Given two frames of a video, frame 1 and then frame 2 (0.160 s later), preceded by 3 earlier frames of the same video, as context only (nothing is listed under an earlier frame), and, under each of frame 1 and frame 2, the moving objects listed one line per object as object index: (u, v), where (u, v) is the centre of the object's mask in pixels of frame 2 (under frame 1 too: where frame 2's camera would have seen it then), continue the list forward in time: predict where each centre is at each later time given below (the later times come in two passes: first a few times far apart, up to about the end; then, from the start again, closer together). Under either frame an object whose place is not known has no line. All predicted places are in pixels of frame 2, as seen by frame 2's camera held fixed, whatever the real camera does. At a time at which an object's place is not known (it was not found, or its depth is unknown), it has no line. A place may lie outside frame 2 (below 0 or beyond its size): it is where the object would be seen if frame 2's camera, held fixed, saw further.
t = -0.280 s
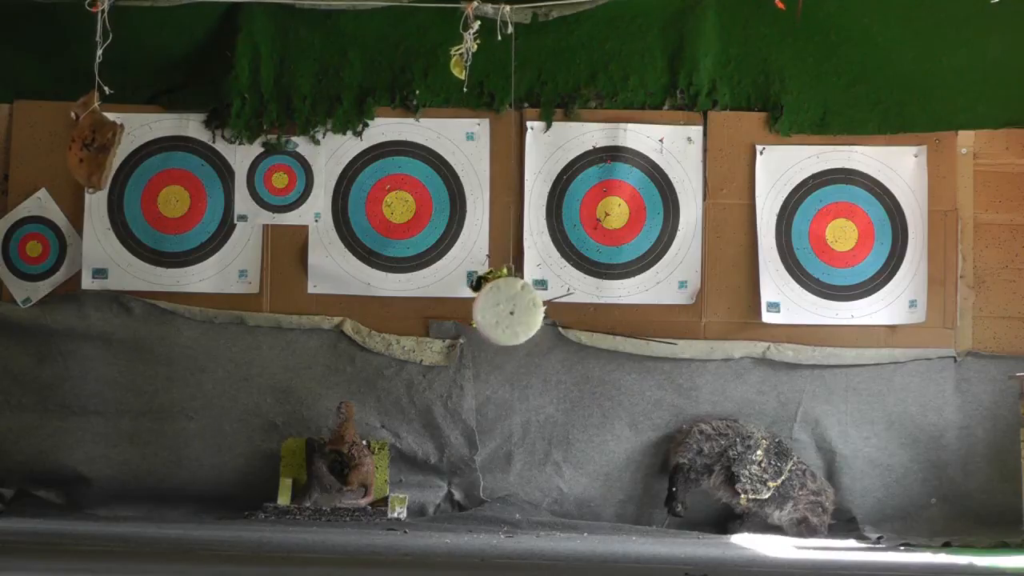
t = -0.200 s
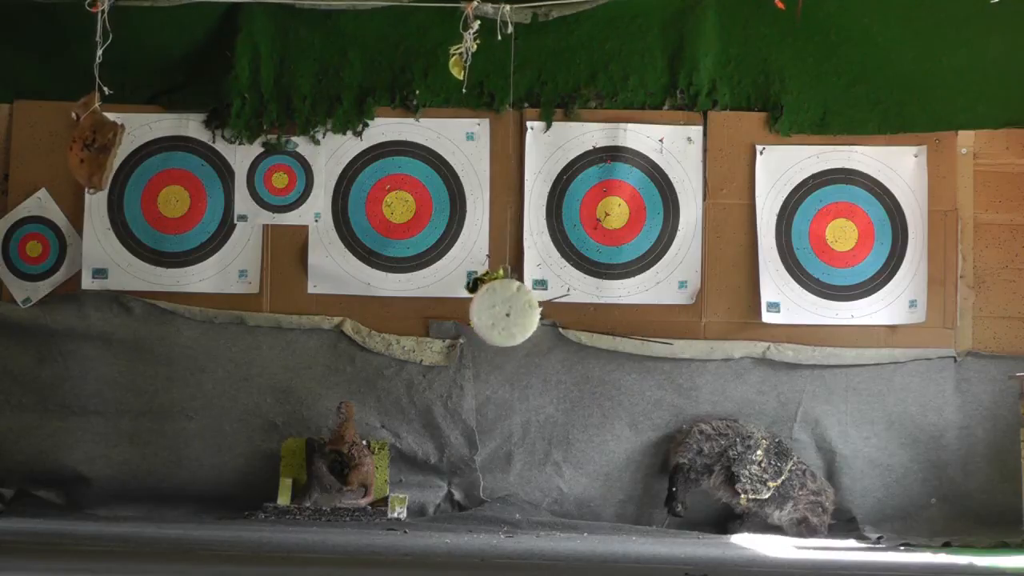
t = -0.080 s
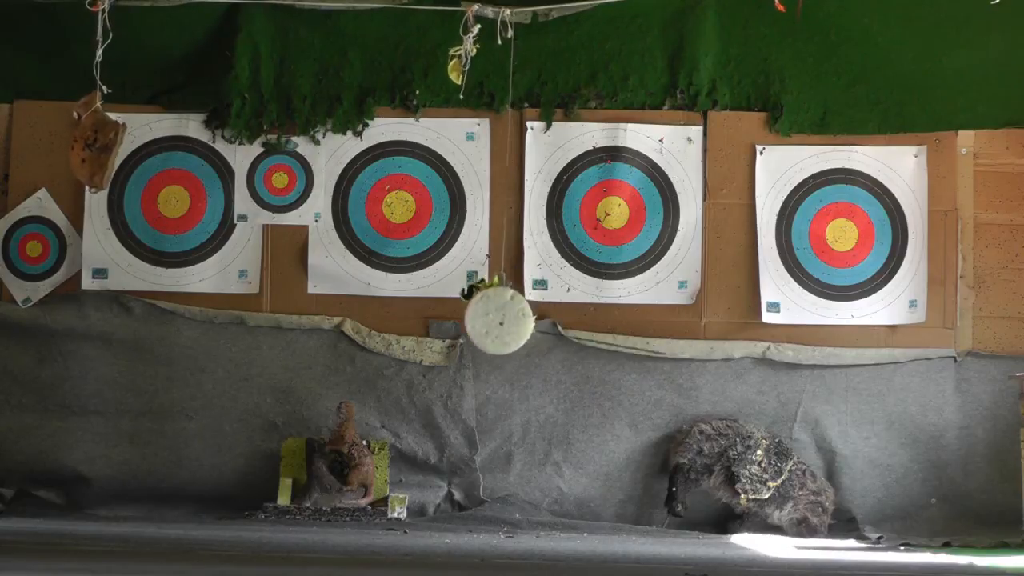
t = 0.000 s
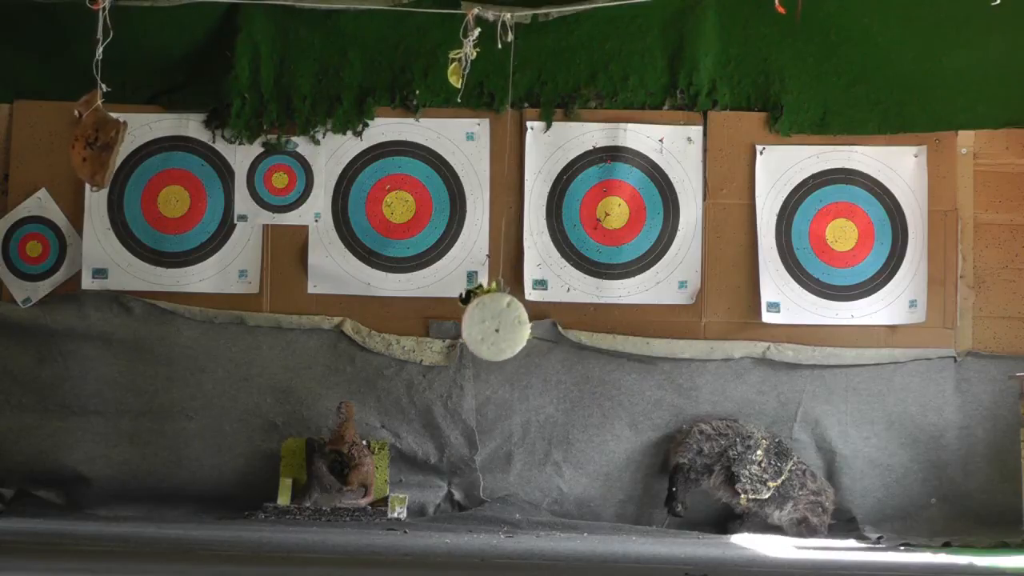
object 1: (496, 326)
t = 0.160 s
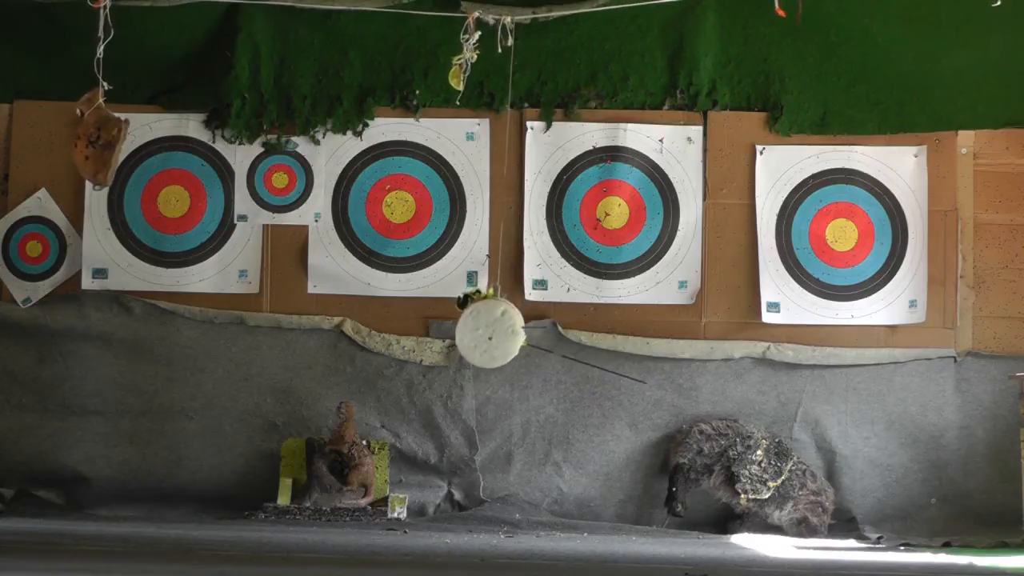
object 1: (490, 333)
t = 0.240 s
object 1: (489, 332)
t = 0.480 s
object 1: (488, 324)
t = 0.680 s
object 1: (492, 326)
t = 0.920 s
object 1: (499, 326)
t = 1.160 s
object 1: (508, 322)
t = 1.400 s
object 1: (514, 332)
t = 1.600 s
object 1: (514, 334)
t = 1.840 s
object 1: (510, 320)
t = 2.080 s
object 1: (503, 319)
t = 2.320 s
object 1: (495, 320)
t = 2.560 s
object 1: (491, 319)
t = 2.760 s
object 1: (490, 329)
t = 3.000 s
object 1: (494, 333)
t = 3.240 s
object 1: (501, 322)
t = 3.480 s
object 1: (509, 325)
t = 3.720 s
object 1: (513, 329)
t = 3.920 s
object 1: (514, 327)
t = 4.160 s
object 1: (510, 331)
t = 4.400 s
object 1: (504, 328)
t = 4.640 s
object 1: (496, 316)
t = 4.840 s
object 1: (492, 318)
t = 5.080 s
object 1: (490, 326)
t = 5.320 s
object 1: (494, 325)
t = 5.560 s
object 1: (500, 330)
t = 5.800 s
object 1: (508, 330)
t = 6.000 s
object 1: (512, 323)
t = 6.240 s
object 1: (513, 326)
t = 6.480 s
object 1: (510, 333)
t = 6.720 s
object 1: (504, 327)
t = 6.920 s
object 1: (498, 326)
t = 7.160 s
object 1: (492, 325)
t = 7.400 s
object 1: (491, 317)
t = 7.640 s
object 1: (494, 323)
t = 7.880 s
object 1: (499, 331)
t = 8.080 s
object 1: (505, 328)
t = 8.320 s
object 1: (511, 329)
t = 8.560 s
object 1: (512, 331)
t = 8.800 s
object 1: (510, 325)
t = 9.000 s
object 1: (505, 328)
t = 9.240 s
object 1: (498, 333)
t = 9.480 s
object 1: (494, 325)
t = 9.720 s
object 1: (492, 322)
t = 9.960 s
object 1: (495, 324)
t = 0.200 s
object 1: (489, 333)
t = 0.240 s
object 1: (489, 332)
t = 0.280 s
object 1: (488, 331)
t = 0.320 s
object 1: (488, 330)
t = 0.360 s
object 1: (488, 328)
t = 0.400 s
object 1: (488, 326)
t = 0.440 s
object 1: (488, 325)
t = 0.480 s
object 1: (488, 324)
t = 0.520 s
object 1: (489, 324)
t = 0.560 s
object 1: (490, 324)
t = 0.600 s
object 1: (490, 325)
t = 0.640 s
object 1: (491, 326)
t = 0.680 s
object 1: (492, 326)
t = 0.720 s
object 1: (493, 327)
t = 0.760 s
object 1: (494, 328)
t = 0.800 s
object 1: (495, 328)
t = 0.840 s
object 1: (497, 327)
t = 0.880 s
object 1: (498, 327)
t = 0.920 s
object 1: (499, 326)
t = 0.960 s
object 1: (501, 325)
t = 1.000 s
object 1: (502, 324)
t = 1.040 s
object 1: (504, 323)
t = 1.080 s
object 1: (505, 322)
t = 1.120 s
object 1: (507, 322)
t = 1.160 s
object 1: (508, 322)
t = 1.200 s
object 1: (509, 323)
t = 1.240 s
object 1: (510, 324)
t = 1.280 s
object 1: (511, 326)
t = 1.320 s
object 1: (512, 328)
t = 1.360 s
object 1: (513, 330)
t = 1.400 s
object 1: (514, 332)
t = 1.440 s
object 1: (514, 334)
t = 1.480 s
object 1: (514, 335)
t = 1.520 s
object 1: (515, 335)
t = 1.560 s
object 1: (515, 335)
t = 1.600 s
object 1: (514, 334)
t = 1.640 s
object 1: (514, 332)
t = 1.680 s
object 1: (514, 330)
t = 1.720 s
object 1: (514, 327)
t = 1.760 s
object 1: (513, 325)
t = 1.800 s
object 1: (512, 322)
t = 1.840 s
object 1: (510, 320)
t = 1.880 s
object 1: (509, 319)
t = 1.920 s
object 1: (508, 318)
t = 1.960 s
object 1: (507, 318)
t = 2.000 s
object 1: (506, 318)
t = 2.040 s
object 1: (504, 318)
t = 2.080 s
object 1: (503, 319)
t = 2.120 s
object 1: (501, 320)
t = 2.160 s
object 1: (500, 320)
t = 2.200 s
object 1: (499, 321)
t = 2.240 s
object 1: (497, 321)
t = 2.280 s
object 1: (496, 321)
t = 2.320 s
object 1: (495, 320)
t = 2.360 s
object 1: (494, 320)
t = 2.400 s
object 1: (493, 319)
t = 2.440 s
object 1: (492, 319)
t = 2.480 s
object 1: (492, 318)
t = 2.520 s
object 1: (491, 318)
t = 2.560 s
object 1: (491, 319)
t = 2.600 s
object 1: (490, 320)
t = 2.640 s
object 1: (490, 322)
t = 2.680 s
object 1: (490, 324)
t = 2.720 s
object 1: (490, 327)
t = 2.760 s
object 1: (490, 329)
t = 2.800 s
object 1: (490, 331)
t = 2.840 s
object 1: (490, 332)
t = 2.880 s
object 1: (491, 333)
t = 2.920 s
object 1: (492, 334)
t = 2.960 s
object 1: (493, 333)
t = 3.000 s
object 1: (494, 333)
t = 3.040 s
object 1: (495, 331)
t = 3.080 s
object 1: (496, 329)
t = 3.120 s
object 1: (497, 327)
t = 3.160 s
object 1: (499, 325)
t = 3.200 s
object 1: (500, 324)
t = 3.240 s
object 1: (501, 322)
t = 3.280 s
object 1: (503, 321)
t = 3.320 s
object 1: (504, 321)
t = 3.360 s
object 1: (505, 322)
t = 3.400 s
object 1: (506, 323)
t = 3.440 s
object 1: (507, 324)
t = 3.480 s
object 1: (509, 325)
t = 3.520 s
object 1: (510, 327)
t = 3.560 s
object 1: (510, 328)
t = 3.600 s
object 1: (511, 329)
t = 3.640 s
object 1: (512, 329)
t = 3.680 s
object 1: (513, 329)
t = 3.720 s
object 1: (513, 329)
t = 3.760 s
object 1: (513, 329)
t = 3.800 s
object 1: (514, 328)
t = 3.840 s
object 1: (514, 328)
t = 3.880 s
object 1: (514, 327)
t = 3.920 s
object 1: (514, 327)
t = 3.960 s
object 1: (513, 326)
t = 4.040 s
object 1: (513, 327)
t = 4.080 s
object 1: (512, 328)
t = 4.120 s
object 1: (511, 330)
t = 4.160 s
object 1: (510, 331)
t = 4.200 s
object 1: (509, 331)
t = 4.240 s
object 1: (508, 332)
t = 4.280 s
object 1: (507, 332)
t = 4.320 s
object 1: (506, 331)
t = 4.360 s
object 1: (505, 330)
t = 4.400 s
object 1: (504, 328)
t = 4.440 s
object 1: (502, 326)
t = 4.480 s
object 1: (501, 324)
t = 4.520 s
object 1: (500, 321)
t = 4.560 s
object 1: (498, 319)
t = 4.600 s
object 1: (497, 317)
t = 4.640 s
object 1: (496, 316)
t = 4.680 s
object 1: (495, 315)
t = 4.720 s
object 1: (494, 315)
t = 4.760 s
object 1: (493, 315)
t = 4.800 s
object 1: (492, 316)
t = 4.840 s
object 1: (492, 318)
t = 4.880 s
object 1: (491, 320)
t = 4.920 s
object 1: (490, 322)
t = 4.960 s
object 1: (490, 323)
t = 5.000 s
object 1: (490, 325)
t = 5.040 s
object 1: (490, 325)
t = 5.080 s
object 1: (490, 326)
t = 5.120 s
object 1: (490, 326)
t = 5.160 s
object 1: (491, 326)
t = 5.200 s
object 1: (491, 326)
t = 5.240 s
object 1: (492, 326)
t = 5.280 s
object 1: (493, 326)
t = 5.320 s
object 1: (494, 325)
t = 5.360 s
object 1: (495, 325)
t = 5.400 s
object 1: (496, 326)
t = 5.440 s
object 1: (497, 327)
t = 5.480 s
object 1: (498, 328)
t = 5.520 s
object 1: (499, 329)
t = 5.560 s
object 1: (500, 330)
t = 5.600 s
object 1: (502, 331)
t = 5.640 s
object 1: (503, 332)
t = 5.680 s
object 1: (504, 332)
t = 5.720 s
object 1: (505, 332)
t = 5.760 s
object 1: (506, 332)
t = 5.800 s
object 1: (508, 330)
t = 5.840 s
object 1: (509, 329)
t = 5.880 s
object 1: (510, 327)
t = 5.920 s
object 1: (510, 326)
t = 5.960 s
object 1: (511, 324)
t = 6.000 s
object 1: (512, 323)
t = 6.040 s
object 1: (512, 322)
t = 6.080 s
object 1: (512, 322)
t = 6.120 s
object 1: (513, 322)
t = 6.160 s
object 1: (513, 323)
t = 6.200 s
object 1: (513, 325)
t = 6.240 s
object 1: (513, 326)
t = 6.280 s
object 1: (513, 328)
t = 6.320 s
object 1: (513, 330)
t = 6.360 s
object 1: (512, 331)
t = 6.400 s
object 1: (512, 332)
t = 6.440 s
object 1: (511, 333)
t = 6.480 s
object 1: (510, 333)
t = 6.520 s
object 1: (510, 332)
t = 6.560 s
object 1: (508, 332)
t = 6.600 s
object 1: (507, 331)
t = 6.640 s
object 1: (506, 329)
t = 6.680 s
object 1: (505, 328)
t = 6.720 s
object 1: (504, 327)
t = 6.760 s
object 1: (503, 326)
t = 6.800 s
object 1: (502, 326)
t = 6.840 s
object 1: (500, 325)
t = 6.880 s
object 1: (499, 326)
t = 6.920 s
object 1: (498, 326)
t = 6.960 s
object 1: (497, 327)
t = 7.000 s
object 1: (496, 327)
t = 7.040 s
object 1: (495, 327)
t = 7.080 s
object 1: (494, 327)
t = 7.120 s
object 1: (493, 326)
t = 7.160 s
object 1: (492, 325)
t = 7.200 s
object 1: (492, 324)
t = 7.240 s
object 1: (491, 323)
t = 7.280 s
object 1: (491, 321)
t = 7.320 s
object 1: (491, 319)
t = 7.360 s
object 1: (491, 318)
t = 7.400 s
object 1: (491, 317)
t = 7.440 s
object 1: (491, 316)
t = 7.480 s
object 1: (491, 317)
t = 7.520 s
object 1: (492, 317)
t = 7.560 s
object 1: (492, 319)
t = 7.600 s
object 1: (493, 321)
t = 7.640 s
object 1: (494, 323)
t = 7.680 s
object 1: (494, 325)
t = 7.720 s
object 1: (495, 327)
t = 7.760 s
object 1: (496, 329)
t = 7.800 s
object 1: (497, 330)
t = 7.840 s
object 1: (498, 331)
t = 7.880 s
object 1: (499, 331)
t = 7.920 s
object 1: (501, 331)
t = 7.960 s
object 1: (502, 331)
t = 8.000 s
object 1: (503, 330)
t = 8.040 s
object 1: (504, 329)
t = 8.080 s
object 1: (505, 328)
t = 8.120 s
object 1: (507, 327)
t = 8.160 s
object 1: (507, 327)
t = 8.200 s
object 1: (508, 327)
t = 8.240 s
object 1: (509, 327)
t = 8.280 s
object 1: (510, 328)
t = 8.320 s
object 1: (511, 329)
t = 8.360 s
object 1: (511, 330)
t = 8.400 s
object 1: (512, 331)
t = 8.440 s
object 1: (512, 331)
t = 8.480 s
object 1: (512, 331)
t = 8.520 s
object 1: (512, 331)
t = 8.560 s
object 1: (512, 331)
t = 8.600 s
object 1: (512, 330)
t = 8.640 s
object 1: (512, 329)
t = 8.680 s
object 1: (512, 328)
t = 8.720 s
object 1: (511, 327)
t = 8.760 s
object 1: (510, 326)
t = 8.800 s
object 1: (510, 325)
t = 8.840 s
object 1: (509, 325)
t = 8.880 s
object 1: (508, 325)
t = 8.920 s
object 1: (507, 326)
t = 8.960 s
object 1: (506, 327)
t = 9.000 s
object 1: (505, 328)
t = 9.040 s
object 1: (504, 330)
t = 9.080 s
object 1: (502, 331)
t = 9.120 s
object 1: (501, 333)
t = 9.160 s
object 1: (500, 333)
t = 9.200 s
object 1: (499, 334)
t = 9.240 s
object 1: (498, 333)
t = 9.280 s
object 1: (497, 333)
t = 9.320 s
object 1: (496, 332)
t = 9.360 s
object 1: (496, 330)
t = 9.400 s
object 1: (495, 329)
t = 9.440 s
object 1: (494, 327)
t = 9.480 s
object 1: (494, 325)
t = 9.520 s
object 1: (493, 323)
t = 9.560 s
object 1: (493, 323)
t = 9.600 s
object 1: (493, 322)
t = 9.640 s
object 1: (493, 322)
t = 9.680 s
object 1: (492, 322)
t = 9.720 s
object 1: (492, 322)
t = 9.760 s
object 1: (493, 323)
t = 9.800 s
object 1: (493, 323)
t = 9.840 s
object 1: (493, 324)
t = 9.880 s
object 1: (494, 324)
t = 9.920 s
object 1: (494, 324)
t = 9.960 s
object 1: (495, 324)
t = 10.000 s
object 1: (496, 323)
